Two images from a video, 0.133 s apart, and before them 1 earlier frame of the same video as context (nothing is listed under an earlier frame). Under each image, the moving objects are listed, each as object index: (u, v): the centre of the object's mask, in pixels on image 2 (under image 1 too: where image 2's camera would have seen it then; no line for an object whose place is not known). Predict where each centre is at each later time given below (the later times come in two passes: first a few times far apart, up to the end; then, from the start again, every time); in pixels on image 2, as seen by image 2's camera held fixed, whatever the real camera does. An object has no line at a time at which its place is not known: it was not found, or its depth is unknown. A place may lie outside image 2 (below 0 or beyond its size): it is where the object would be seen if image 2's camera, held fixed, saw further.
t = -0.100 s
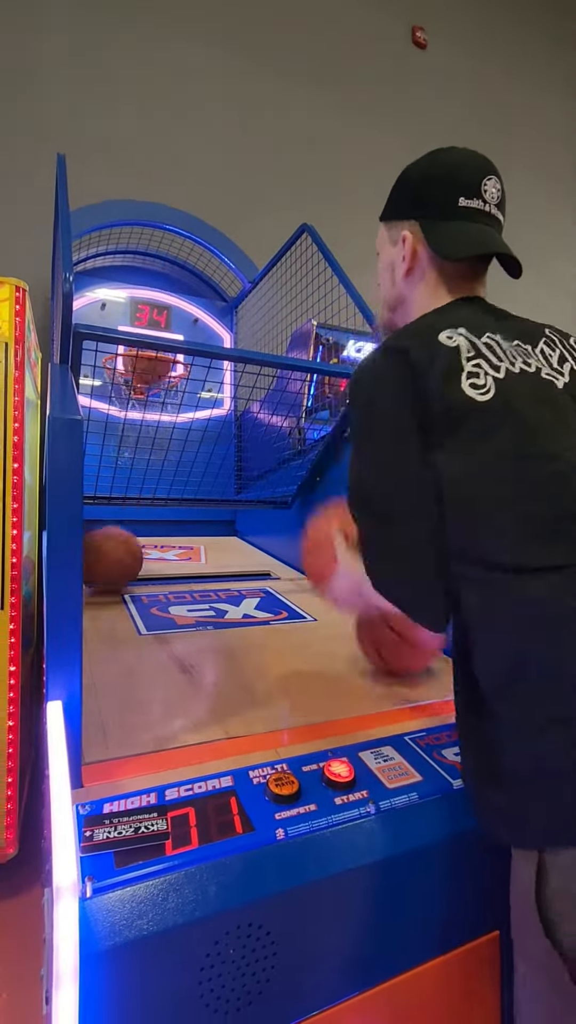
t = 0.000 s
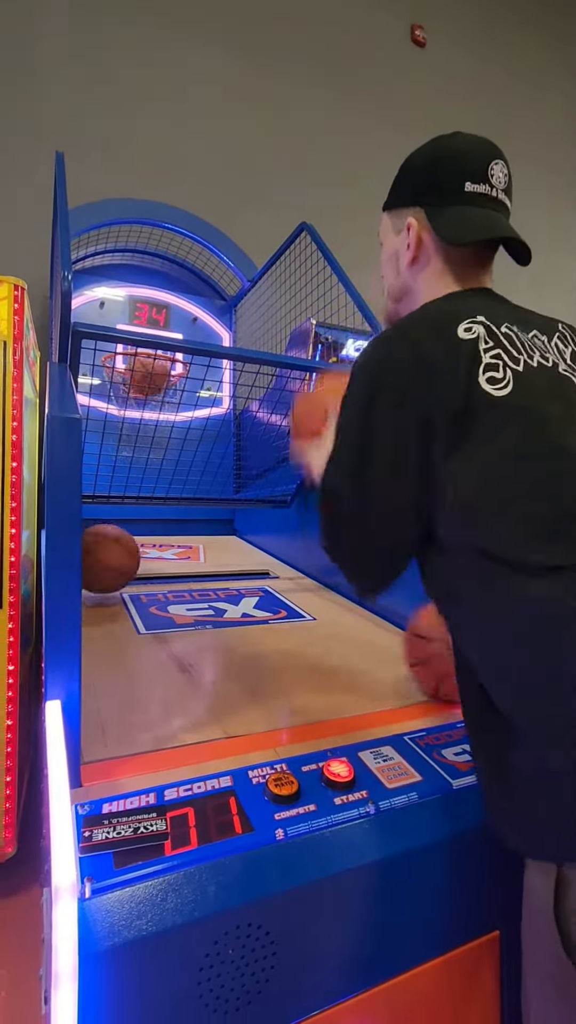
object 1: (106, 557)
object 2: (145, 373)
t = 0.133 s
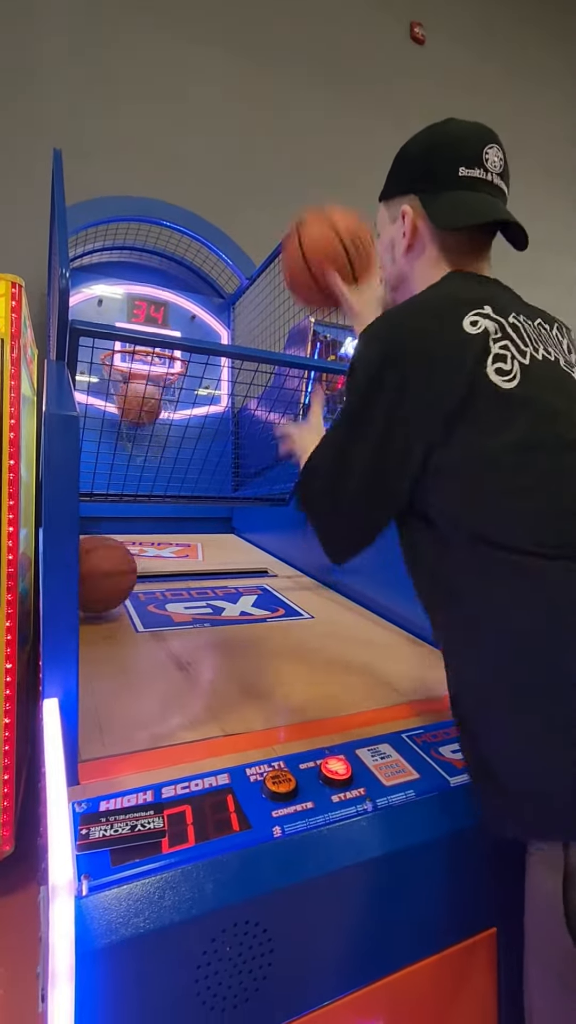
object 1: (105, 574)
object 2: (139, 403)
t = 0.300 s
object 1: (109, 600)
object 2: (133, 454)
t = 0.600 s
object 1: (139, 663)
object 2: (136, 493)
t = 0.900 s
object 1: (183, 694)
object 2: (151, 533)
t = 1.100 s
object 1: (182, 688)
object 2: (168, 555)
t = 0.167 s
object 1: (104, 580)
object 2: (136, 413)
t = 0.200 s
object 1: (104, 588)
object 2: (134, 424)
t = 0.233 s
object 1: (106, 590)
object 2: (133, 433)
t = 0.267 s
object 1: (107, 596)
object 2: (133, 443)
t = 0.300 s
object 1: (109, 600)
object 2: (133, 454)
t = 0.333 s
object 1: (111, 605)
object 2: (132, 466)
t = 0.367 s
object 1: (114, 609)
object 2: (132, 477)
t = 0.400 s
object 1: (116, 615)
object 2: (130, 503)
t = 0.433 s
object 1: (119, 621)
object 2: (130, 524)
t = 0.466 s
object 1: (122, 629)
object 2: (131, 523)
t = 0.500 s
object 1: (125, 636)
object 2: (132, 517)
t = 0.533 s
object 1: (129, 644)
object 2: (134, 505)
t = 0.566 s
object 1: (134, 653)
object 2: (134, 503)
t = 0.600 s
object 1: (139, 663)
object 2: (136, 493)
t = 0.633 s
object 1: (146, 673)
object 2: (137, 493)
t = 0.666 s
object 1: (153, 685)
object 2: (139, 502)
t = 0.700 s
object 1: (162, 699)
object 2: (141, 505)
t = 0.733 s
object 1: (170, 710)
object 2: (142, 518)
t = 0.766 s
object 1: (178, 723)
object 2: (143, 524)
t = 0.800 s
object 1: (185, 723)
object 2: (144, 535)
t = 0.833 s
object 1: (185, 708)
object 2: (147, 540)
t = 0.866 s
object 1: (184, 698)
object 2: (149, 533)
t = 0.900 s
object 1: (183, 694)
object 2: (151, 533)
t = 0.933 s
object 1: (181, 695)
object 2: (154, 533)
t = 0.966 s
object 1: (180, 695)
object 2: (156, 536)
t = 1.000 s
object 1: (180, 688)
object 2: (159, 543)
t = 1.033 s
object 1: (180, 685)
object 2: (162, 554)
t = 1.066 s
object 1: (181, 690)
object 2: (165, 556)
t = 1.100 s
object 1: (182, 688)
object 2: (168, 555)
